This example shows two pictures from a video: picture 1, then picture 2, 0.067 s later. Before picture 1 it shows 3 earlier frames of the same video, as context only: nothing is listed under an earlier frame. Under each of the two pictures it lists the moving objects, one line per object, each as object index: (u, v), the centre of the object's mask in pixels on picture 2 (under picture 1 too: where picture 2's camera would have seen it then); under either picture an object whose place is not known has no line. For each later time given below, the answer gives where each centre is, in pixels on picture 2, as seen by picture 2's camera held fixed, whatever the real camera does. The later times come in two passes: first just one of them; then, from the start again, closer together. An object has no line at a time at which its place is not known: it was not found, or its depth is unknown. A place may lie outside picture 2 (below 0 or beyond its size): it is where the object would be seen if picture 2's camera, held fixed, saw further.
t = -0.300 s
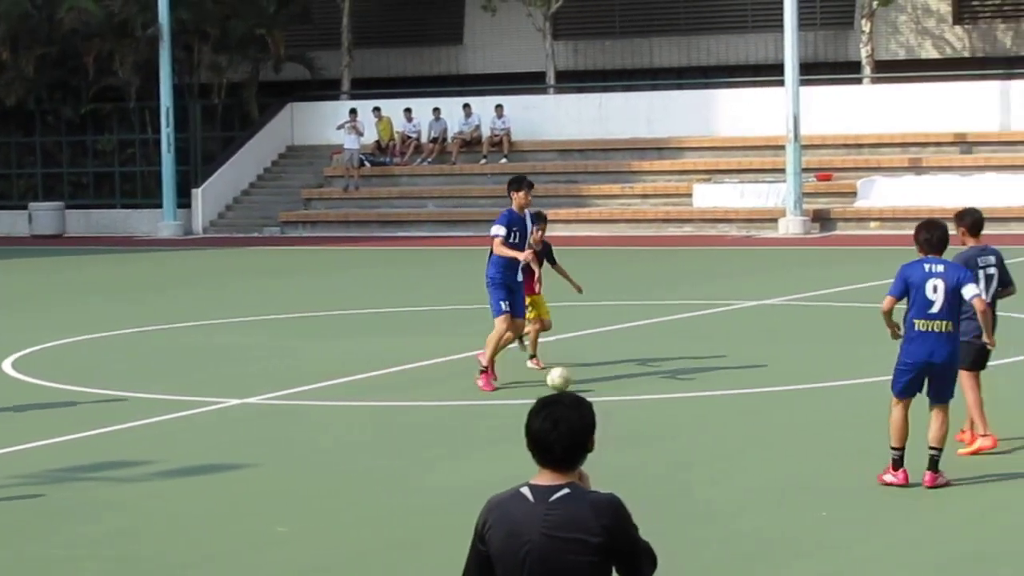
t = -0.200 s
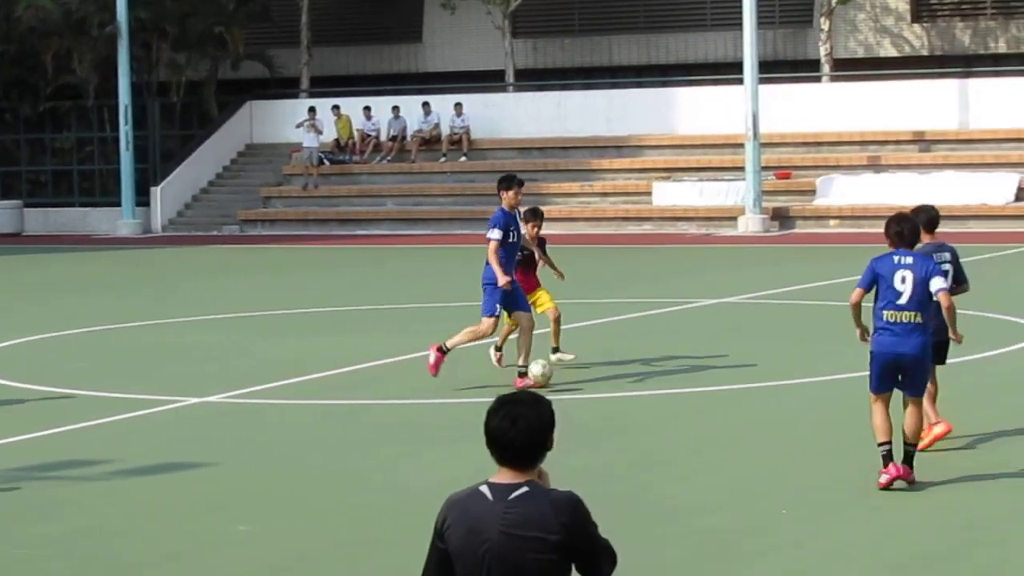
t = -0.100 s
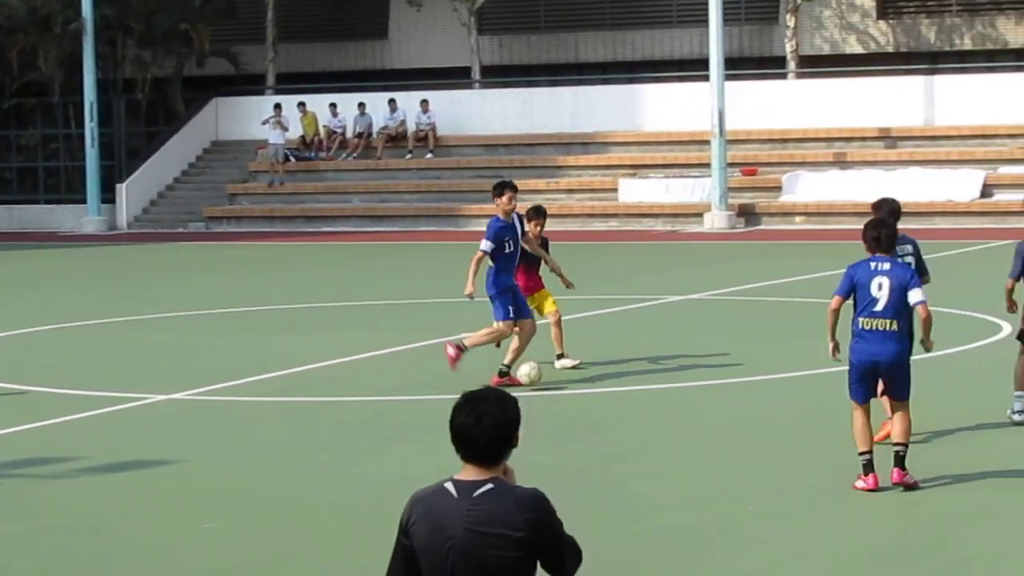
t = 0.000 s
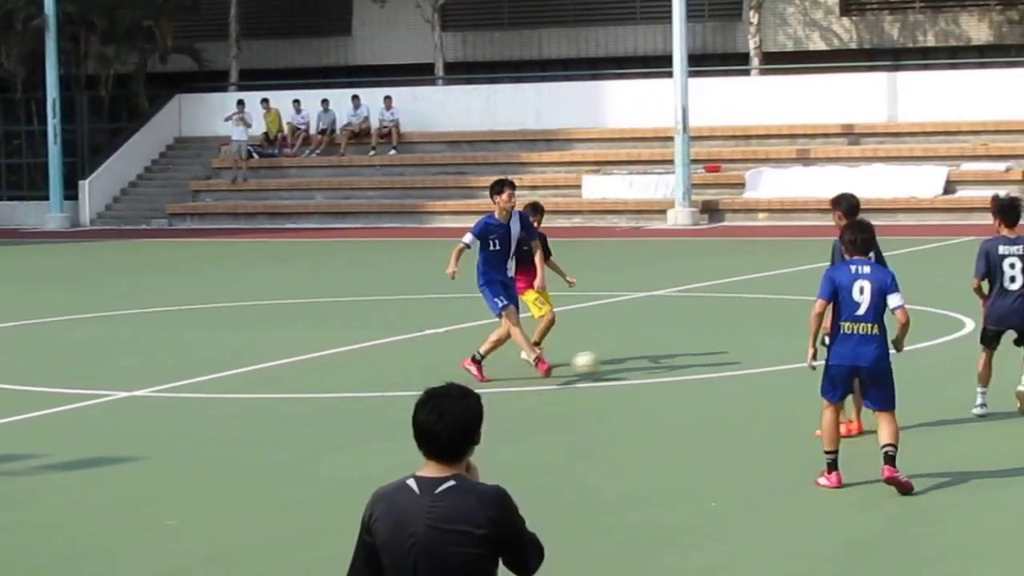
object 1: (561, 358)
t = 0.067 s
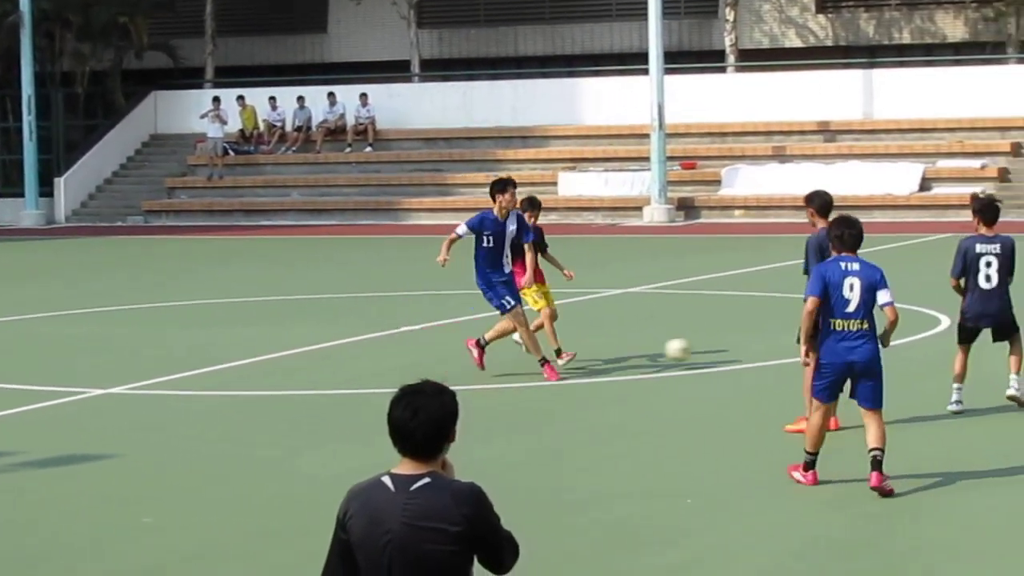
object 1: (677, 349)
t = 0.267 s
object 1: (964, 332)
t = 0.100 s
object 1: (732, 346)
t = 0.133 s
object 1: (786, 346)
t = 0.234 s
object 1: (921, 335)
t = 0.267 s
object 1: (964, 332)
